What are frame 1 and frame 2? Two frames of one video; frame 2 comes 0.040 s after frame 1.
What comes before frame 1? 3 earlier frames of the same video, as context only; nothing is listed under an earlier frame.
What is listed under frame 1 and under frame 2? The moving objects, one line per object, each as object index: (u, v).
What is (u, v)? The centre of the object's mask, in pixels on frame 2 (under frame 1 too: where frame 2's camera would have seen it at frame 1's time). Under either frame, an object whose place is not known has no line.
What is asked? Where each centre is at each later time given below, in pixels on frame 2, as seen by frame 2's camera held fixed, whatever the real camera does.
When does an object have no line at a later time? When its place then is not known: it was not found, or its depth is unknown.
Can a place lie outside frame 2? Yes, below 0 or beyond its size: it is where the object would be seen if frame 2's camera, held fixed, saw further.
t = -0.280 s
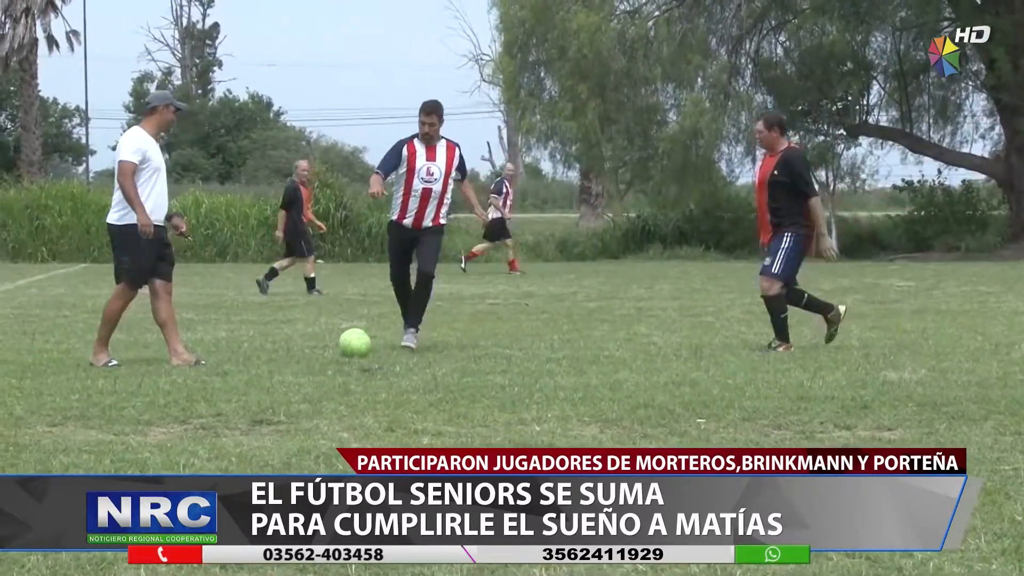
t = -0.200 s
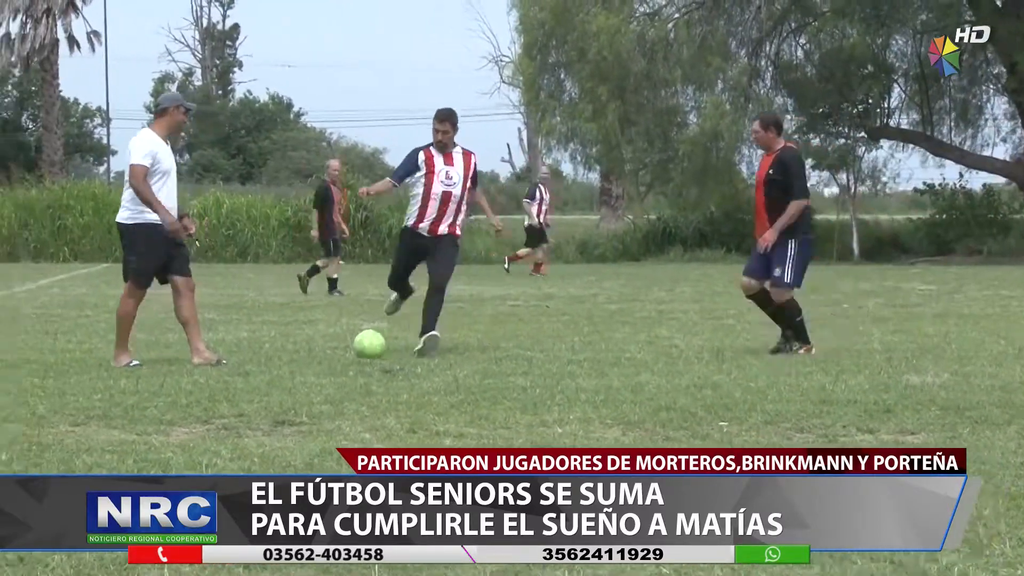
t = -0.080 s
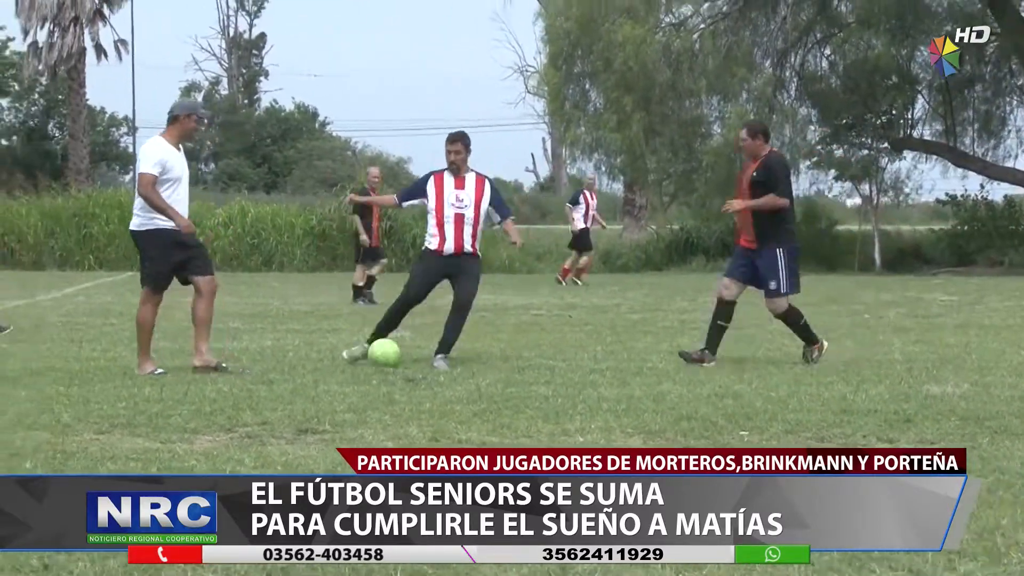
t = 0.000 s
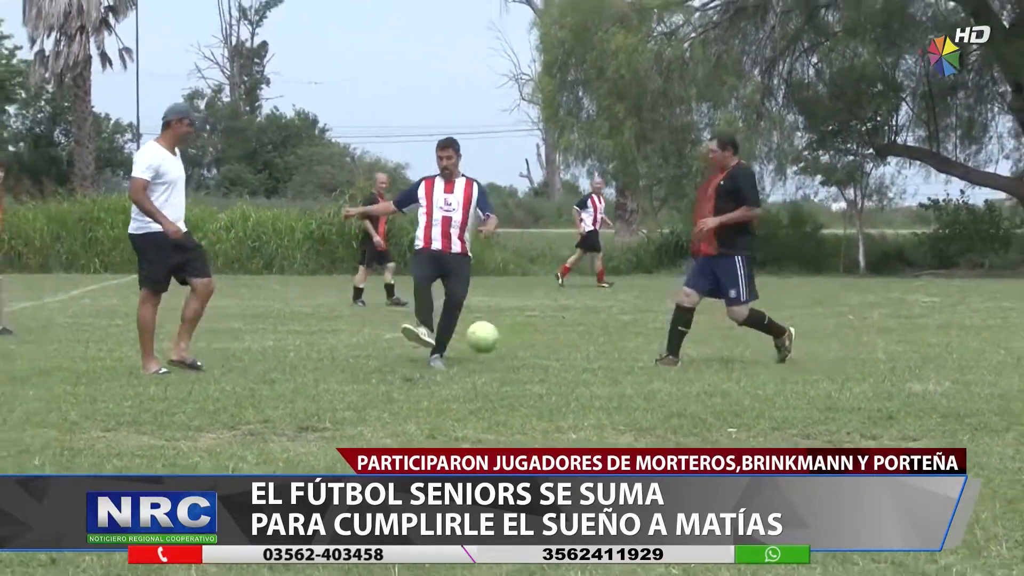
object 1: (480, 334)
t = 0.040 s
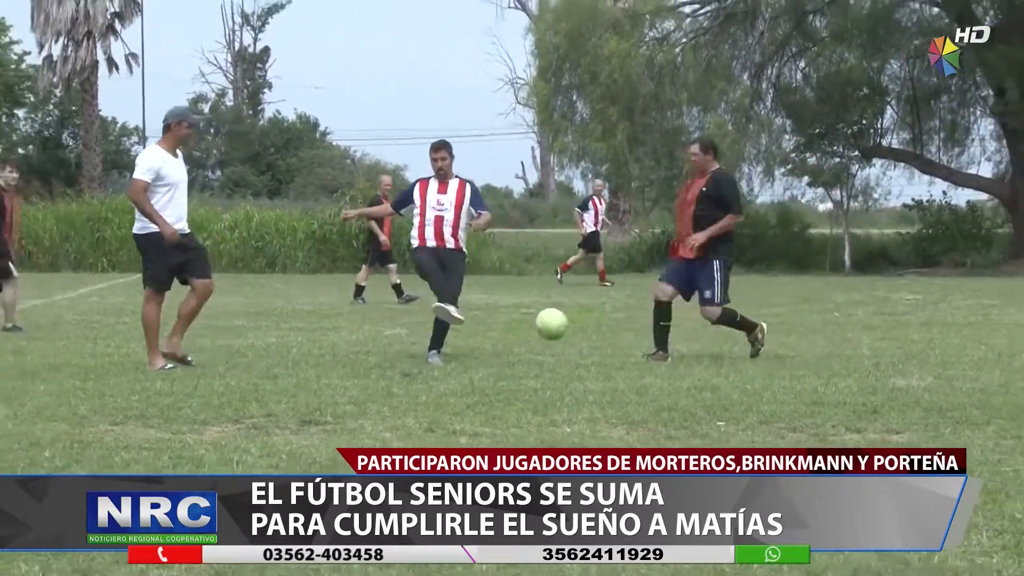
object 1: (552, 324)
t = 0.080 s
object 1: (626, 315)
